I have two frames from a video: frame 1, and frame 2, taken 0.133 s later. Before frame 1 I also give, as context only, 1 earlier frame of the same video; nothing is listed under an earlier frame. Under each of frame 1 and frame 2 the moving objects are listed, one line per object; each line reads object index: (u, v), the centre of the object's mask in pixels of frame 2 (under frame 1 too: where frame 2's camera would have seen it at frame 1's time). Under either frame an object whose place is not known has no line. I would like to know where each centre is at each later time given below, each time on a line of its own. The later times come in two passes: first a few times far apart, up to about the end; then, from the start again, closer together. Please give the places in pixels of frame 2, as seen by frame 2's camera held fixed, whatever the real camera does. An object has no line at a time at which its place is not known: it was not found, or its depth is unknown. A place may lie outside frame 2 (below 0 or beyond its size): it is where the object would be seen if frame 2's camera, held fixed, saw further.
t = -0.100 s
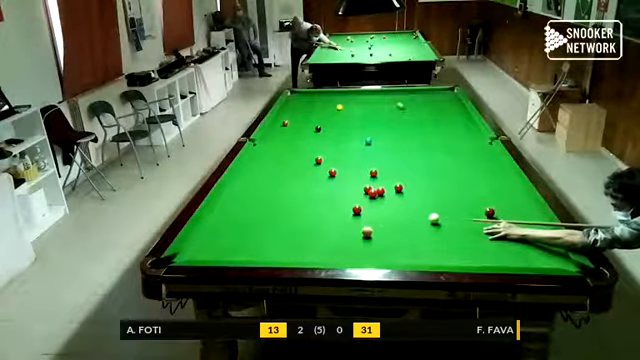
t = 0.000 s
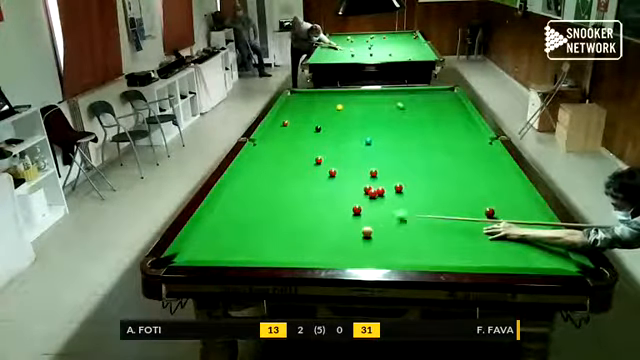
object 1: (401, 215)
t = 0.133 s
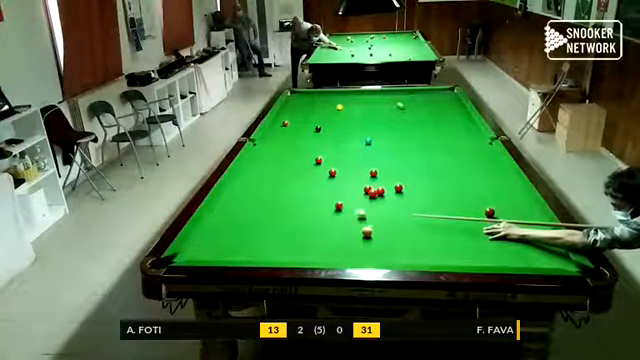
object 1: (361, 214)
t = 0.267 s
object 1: (348, 218)
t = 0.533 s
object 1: (310, 222)
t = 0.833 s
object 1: (269, 228)
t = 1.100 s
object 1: (231, 232)
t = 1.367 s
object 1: (195, 238)
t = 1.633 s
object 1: (214, 242)
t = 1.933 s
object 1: (239, 247)
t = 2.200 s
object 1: (261, 251)
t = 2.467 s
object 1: (281, 255)
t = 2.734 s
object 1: (299, 257)
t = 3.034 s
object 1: (316, 256)
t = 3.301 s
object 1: (331, 255)
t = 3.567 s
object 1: (343, 255)
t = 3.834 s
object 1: (354, 254)
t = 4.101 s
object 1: (363, 254)
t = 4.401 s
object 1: (371, 254)
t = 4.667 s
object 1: (375, 253)
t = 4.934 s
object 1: (379, 252)
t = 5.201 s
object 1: (380, 252)
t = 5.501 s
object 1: (380, 252)
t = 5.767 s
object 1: (380, 252)
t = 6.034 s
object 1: (380, 252)
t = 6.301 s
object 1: (380, 252)
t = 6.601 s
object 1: (380, 252)
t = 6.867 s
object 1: (380, 252)
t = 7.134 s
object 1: (381, 252)
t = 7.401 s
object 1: (380, 252)
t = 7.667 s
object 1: (380, 252)
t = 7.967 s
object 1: (381, 252)
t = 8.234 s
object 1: (381, 252)
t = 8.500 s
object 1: (381, 252)
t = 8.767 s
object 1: (381, 252)
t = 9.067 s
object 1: (381, 252)
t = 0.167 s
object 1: (359, 214)
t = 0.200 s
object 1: (356, 216)
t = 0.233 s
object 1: (352, 217)
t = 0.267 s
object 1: (348, 218)
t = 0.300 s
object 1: (343, 219)
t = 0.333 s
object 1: (339, 218)
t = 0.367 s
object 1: (334, 219)
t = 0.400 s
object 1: (329, 219)
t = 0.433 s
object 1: (325, 220)
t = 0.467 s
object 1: (319, 221)
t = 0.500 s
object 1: (315, 221)
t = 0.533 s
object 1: (310, 222)
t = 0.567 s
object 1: (305, 222)
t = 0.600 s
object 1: (301, 222)
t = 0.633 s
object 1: (296, 223)
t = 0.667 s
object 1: (292, 225)
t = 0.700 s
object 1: (287, 225)
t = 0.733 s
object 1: (282, 226)
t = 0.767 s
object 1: (277, 226)
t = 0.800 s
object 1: (273, 227)
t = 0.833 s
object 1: (269, 228)
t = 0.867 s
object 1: (264, 228)
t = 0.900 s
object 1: (259, 229)
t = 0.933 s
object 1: (255, 229)
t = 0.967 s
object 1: (250, 230)
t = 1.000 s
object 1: (245, 230)
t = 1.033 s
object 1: (241, 231)
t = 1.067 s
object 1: (236, 232)
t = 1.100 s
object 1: (231, 232)
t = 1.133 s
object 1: (227, 233)
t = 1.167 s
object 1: (222, 233)
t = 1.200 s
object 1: (218, 234)
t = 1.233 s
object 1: (213, 235)
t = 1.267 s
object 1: (209, 235)
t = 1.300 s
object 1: (205, 236)
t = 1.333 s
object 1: (200, 237)
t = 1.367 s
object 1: (195, 238)
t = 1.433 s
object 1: (199, 239)
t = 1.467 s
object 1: (202, 239)
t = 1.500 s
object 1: (205, 240)
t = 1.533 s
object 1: (207, 240)
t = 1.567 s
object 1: (210, 241)
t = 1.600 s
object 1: (212, 241)
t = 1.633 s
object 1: (214, 242)
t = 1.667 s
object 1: (218, 242)
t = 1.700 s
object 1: (221, 243)
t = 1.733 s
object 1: (223, 244)
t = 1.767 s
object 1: (226, 244)
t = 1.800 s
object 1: (229, 246)
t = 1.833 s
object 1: (232, 246)
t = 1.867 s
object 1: (234, 246)
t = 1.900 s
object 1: (237, 247)
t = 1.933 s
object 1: (239, 247)
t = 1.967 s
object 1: (242, 247)
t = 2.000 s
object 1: (245, 248)
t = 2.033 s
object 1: (248, 249)
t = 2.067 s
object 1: (250, 249)
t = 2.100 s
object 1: (253, 249)
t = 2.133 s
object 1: (256, 250)
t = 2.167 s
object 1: (258, 250)
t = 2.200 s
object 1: (261, 251)
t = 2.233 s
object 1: (263, 252)
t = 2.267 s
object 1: (266, 252)
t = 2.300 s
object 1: (269, 252)
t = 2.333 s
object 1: (271, 253)
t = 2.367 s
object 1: (273, 253)
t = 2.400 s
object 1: (276, 254)
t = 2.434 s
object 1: (279, 255)
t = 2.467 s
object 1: (281, 255)
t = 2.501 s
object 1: (283, 255)
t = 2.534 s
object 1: (285, 256)
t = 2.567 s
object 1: (288, 257)
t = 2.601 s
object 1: (290, 257)
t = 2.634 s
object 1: (293, 257)
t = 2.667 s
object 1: (295, 257)
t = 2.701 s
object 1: (297, 257)
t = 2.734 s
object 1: (299, 257)
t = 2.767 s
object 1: (302, 257)
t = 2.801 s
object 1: (304, 257)
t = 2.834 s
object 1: (306, 257)
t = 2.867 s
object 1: (307, 256)
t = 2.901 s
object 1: (310, 257)
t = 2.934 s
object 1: (311, 256)
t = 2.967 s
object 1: (313, 256)
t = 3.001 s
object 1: (315, 256)
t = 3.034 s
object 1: (316, 256)
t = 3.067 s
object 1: (317, 256)
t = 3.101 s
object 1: (321, 255)
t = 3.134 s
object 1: (323, 256)
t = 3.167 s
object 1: (324, 256)
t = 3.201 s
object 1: (326, 255)
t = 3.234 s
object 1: (328, 255)
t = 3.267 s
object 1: (329, 255)
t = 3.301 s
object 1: (331, 255)
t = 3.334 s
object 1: (332, 255)
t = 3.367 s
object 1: (333, 255)
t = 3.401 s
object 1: (336, 255)
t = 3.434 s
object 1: (337, 255)
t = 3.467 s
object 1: (339, 255)
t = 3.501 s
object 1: (340, 255)
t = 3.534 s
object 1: (342, 255)
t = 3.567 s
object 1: (343, 255)
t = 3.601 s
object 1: (344, 255)
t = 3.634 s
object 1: (346, 255)
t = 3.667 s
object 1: (347, 255)
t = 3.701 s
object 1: (349, 254)
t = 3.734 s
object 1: (350, 254)
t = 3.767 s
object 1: (351, 254)
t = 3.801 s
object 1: (353, 254)
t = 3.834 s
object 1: (354, 254)
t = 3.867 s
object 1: (355, 255)
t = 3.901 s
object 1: (355, 255)
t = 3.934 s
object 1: (357, 254)
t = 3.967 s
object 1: (358, 254)
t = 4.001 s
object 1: (360, 254)
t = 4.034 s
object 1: (360, 254)
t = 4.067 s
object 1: (362, 254)
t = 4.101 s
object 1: (363, 254)
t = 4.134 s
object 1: (364, 254)
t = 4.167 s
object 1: (365, 254)
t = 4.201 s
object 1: (365, 254)
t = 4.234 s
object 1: (366, 254)
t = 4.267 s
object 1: (368, 254)
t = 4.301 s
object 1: (368, 254)
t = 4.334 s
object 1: (369, 254)
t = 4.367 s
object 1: (369, 254)
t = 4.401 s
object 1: (371, 254)
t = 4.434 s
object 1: (371, 253)
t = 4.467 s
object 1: (372, 254)
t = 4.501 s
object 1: (373, 253)
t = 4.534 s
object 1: (373, 253)
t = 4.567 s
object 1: (374, 253)
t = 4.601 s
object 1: (374, 253)
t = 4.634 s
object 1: (375, 253)
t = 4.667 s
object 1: (375, 253)
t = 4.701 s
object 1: (376, 252)
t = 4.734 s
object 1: (376, 253)
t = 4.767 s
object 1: (377, 252)
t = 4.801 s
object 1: (378, 252)
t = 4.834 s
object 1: (378, 252)
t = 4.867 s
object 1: (378, 252)
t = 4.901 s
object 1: (379, 252)
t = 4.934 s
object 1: (379, 252)
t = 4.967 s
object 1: (379, 252)
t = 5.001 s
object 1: (380, 252)
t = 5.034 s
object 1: (380, 252)
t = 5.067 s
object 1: (380, 252)
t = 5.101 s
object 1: (380, 252)
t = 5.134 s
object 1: (380, 252)
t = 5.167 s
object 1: (380, 252)
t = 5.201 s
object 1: (380, 252)
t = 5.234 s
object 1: (380, 252)
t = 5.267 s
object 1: (380, 252)
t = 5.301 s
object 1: (380, 252)
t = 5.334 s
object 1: (380, 252)
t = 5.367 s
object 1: (380, 252)
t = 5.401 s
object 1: (380, 252)
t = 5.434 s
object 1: (380, 252)
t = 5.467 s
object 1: (380, 252)
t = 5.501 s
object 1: (380, 252)
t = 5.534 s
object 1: (380, 252)
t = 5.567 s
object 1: (380, 252)
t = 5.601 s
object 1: (380, 252)
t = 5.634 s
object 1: (381, 252)
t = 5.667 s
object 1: (381, 252)
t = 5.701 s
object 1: (380, 252)
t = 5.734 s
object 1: (380, 252)
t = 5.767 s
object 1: (380, 252)
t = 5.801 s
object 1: (380, 252)
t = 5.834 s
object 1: (380, 252)
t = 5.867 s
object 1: (380, 252)
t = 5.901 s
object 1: (380, 252)
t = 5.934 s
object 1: (380, 252)
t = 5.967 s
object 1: (380, 252)
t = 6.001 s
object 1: (380, 252)
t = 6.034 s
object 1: (380, 252)
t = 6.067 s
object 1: (380, 252)
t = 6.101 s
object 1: (380, 252)
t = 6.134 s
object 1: (380, 252)
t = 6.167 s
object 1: (380, 252)
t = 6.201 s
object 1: (380, 252)
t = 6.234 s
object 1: (380, 252)
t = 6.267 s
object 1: (380, 252)
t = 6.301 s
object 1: (380, 252)
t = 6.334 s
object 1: (380, 252)
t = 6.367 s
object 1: (380, 252)
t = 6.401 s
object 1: (380, 252)
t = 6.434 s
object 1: (380, 252)
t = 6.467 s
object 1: (380, 252)
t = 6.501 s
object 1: (380, 252)
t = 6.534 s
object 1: (381, 252)
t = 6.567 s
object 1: (381, 252)
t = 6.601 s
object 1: (380, 252)
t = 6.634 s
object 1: (381, 252)
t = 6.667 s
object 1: (381, 252)
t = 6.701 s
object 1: (381, 252)
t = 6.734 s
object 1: (381, 252)
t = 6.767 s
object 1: (381, 252)
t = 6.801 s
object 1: (381, 252)
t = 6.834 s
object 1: (381, 252)
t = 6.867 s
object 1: (380, 252)
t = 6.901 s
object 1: (380, 252)
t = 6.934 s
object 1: (380, 252)
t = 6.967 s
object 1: (380, 252)
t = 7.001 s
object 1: (380, 252)
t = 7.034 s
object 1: (380, 252)
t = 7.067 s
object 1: (380, 252)
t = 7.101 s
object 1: (380, 252)
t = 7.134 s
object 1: (381, 252)
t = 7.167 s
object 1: (380, 252)
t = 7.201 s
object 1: (380, 252)
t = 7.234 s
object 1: (380, 252)
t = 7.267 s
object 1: (380, 252)
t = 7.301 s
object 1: (380, 252)
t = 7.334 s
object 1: (380, 252)
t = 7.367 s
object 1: (380, 252)
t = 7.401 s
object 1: (380, 252)
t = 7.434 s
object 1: (380, 252)
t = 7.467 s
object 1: (380, 252)
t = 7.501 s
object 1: (380, 252)
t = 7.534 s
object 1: (380, 252)
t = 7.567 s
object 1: (380, 252)
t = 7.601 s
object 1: (381, 252)
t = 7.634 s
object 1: (380, 252)
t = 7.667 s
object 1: (380, 252)
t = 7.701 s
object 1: (380, 252)
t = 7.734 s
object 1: (380, 252)
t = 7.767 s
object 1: (381, 252)
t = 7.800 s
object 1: (381, 252)
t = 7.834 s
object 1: (381, 252)
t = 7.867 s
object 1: (381, 252)
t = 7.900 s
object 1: (381, 252)
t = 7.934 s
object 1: (381, 252)
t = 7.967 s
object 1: (381, 252)
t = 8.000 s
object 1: (381, 252)
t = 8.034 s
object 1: (381, 252)
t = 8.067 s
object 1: (381, 252)
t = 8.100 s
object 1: (381, 252)
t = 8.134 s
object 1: (381, 252)
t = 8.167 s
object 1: (381, 252)
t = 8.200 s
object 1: (381, 252)
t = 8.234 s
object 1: (381, 252)
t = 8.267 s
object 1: (381, 252)
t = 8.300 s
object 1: (381, 252)
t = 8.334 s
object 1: (381, 252)
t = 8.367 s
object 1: (381, 252)
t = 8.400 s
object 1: (381, 252)
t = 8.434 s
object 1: (381, 252)
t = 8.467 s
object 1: (381, 252)
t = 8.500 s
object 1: (381, 252)
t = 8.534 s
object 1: (381, 252)
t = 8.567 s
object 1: (381, 252)
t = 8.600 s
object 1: (381, 252)
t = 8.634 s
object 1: (381, 252)
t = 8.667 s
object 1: (381, 252)
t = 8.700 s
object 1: (381, 252)
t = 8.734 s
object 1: (381, 252)
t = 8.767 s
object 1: (381, 252)
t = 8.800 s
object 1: (381, 252)
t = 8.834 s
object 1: (381, 252)
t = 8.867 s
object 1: (381, 252)
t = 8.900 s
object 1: (381, 252)
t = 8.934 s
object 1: (381, 252)
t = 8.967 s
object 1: (381, 252)
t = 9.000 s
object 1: (381, 252)
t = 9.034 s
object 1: (381, 252)
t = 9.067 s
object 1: (381, 252)
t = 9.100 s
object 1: (381, 252)
